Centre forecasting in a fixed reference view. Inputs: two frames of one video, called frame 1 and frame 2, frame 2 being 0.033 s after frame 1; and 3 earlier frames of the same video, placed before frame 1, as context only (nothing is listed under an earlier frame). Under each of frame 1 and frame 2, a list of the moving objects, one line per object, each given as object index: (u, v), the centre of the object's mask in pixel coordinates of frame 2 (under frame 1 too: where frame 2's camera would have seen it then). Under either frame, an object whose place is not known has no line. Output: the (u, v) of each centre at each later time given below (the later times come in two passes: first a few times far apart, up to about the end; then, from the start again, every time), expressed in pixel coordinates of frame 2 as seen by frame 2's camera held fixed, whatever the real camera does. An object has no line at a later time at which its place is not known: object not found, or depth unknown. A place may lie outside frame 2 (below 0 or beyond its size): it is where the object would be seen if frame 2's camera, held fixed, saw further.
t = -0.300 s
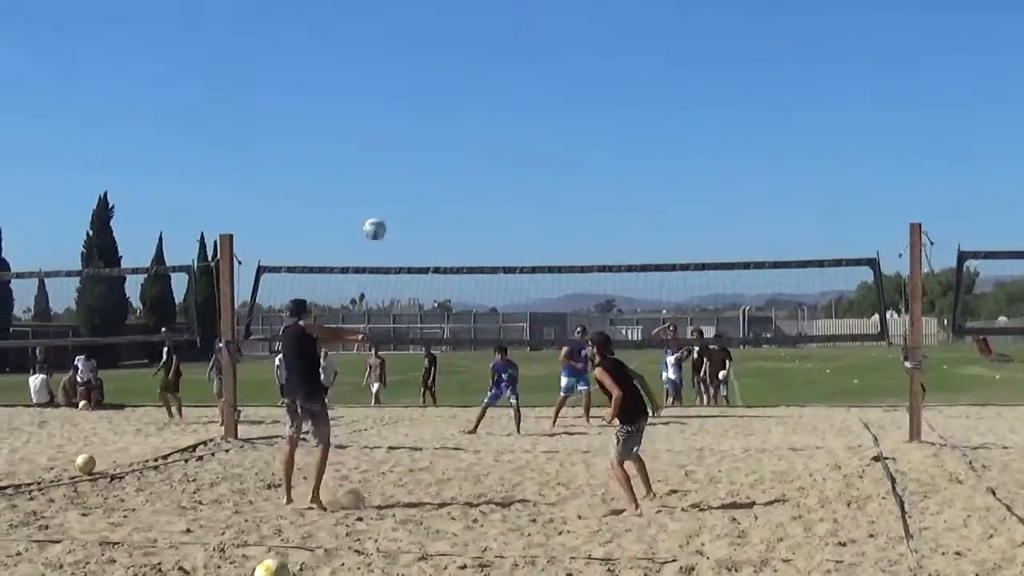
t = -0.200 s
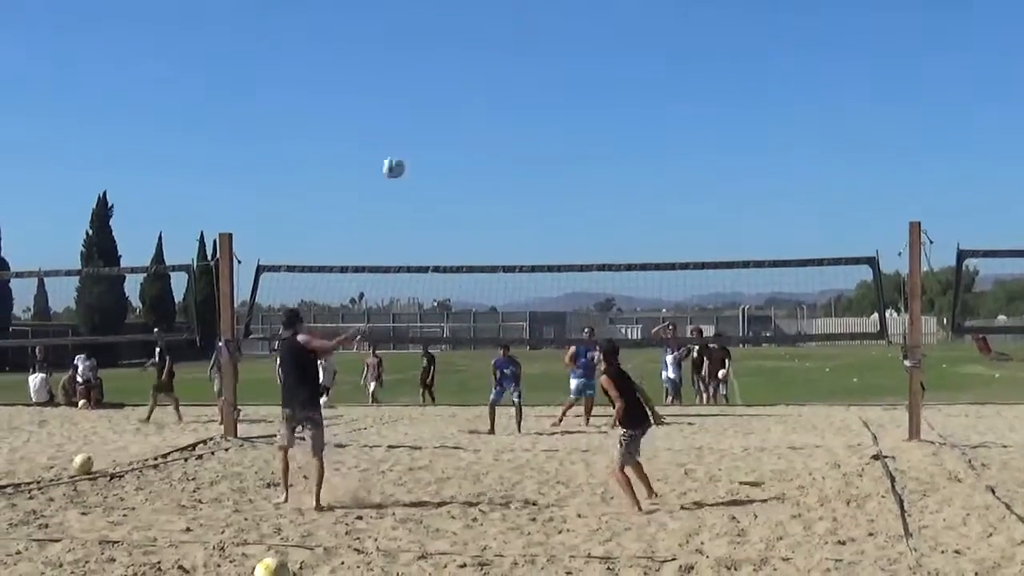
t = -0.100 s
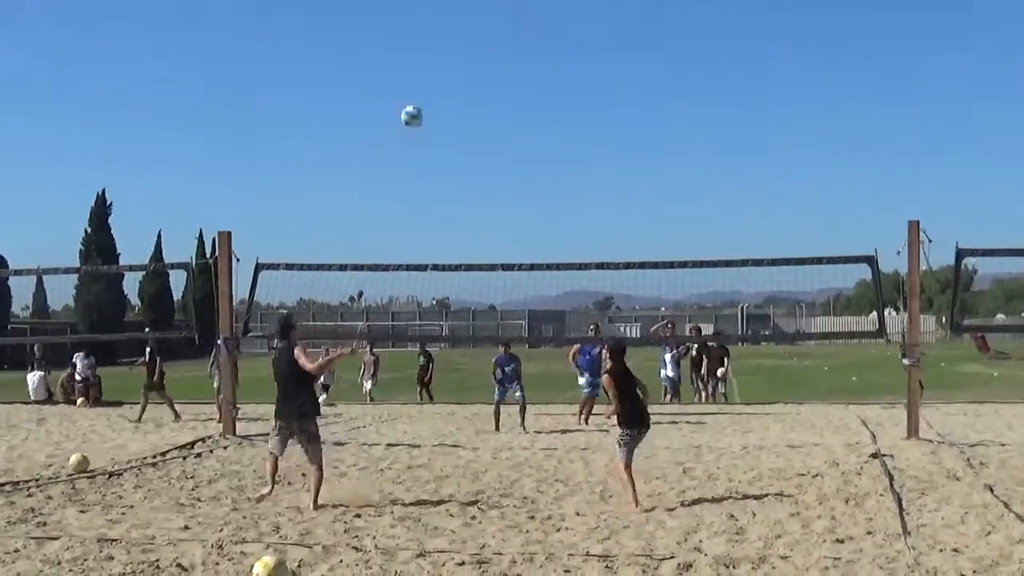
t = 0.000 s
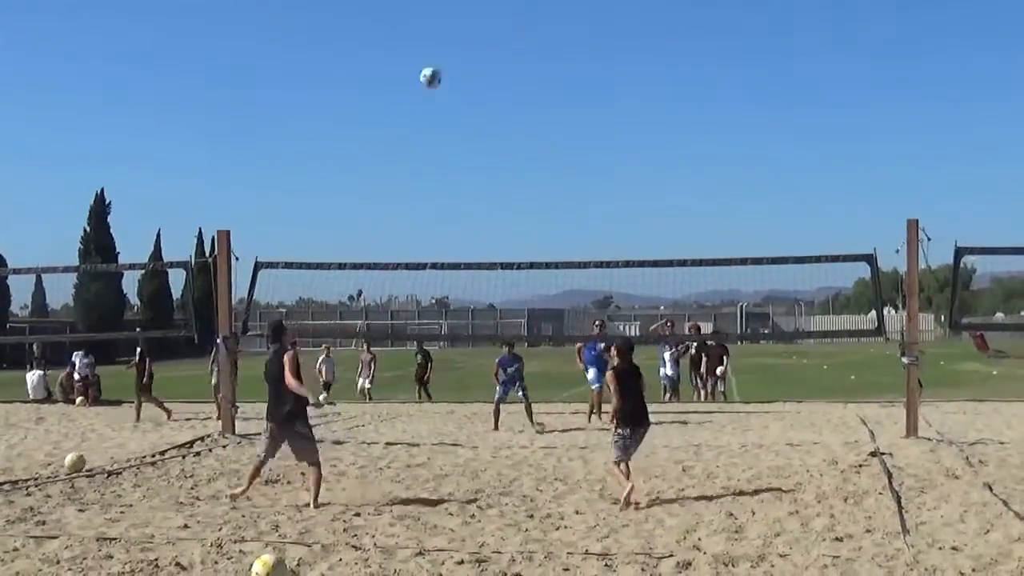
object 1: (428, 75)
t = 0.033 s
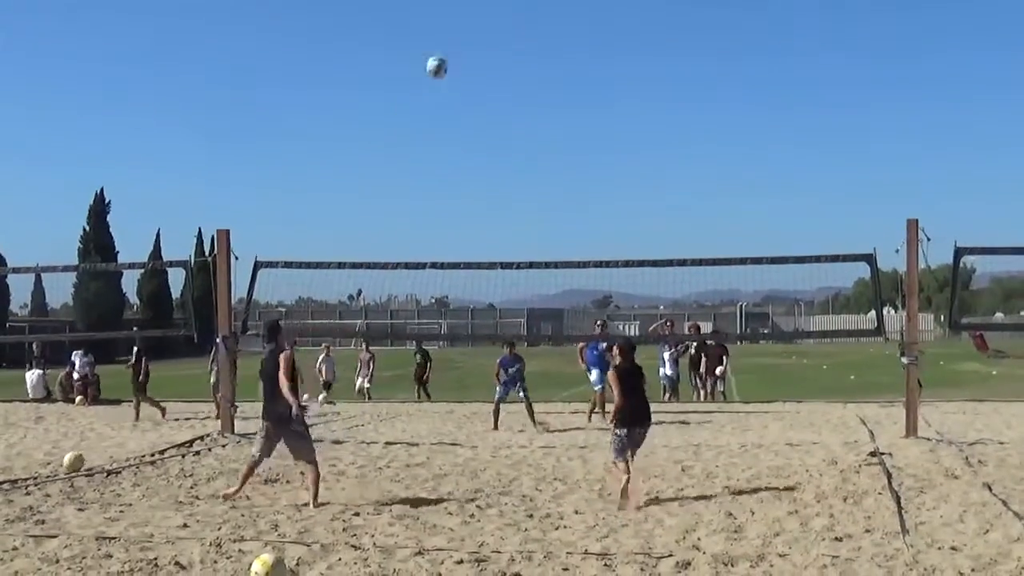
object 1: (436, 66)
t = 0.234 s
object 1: (475, 31)
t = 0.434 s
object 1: (515, 33)
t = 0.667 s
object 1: (558, 84)
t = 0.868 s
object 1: (598, 163)
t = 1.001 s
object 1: (623, 232)
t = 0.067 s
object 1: (443, 56)
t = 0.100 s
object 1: (448, 47)
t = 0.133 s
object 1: (451, 42)
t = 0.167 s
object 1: (461, 37)
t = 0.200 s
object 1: (467, 34)
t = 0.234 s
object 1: (475, 31)
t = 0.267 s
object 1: (481, 28)
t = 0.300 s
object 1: (486, 26)
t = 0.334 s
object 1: (495, 26)
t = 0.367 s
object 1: (501, 28)
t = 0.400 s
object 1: (506, 30)
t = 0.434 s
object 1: (515, 33)
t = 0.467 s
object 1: (520, 38)
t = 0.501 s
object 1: (526, 42)
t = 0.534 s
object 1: (533, 50)
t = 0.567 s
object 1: (540, 56)
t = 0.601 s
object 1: (547, 66)
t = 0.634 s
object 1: (553, 74)
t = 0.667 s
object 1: (558, 84)
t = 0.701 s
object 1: (565, 95)
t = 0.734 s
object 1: (572, 105)
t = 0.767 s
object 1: (579, 120)
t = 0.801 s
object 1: (585, 133)
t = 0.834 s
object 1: (592, 148)
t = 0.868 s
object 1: (598, 163)
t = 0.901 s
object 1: (605, 179)
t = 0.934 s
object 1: (610, 195)
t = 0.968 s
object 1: (617, 214)
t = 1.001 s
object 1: (623, 232)
